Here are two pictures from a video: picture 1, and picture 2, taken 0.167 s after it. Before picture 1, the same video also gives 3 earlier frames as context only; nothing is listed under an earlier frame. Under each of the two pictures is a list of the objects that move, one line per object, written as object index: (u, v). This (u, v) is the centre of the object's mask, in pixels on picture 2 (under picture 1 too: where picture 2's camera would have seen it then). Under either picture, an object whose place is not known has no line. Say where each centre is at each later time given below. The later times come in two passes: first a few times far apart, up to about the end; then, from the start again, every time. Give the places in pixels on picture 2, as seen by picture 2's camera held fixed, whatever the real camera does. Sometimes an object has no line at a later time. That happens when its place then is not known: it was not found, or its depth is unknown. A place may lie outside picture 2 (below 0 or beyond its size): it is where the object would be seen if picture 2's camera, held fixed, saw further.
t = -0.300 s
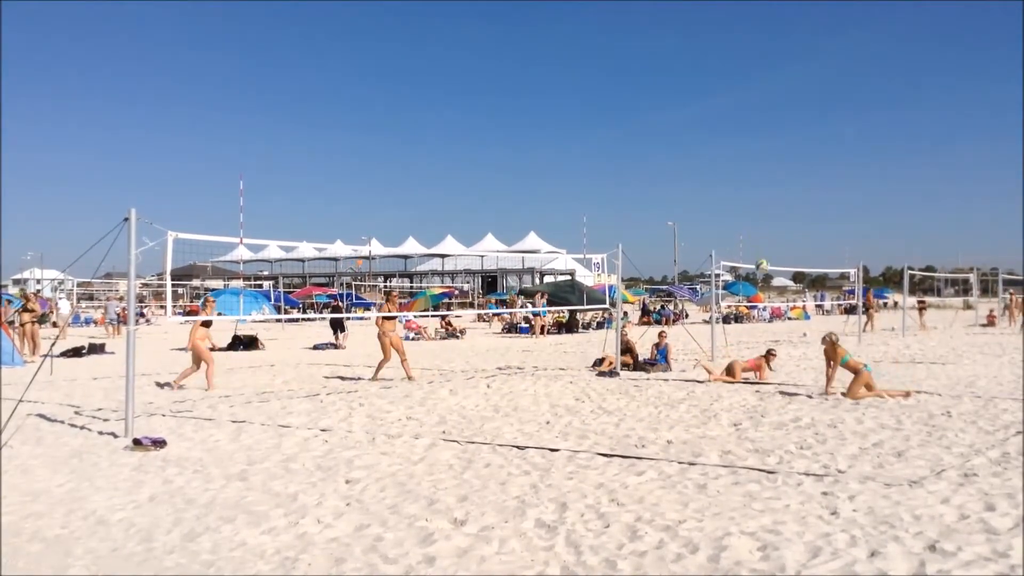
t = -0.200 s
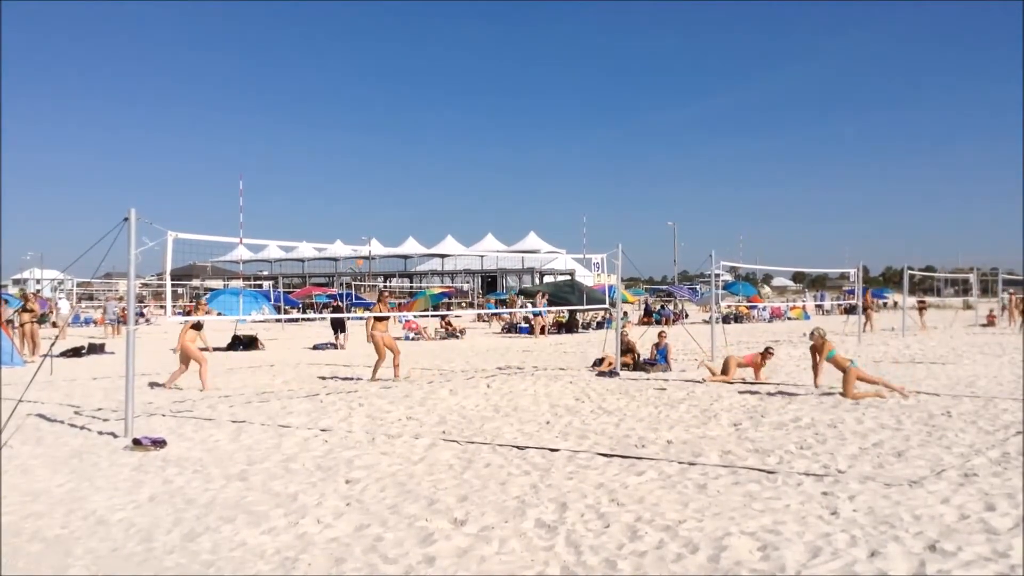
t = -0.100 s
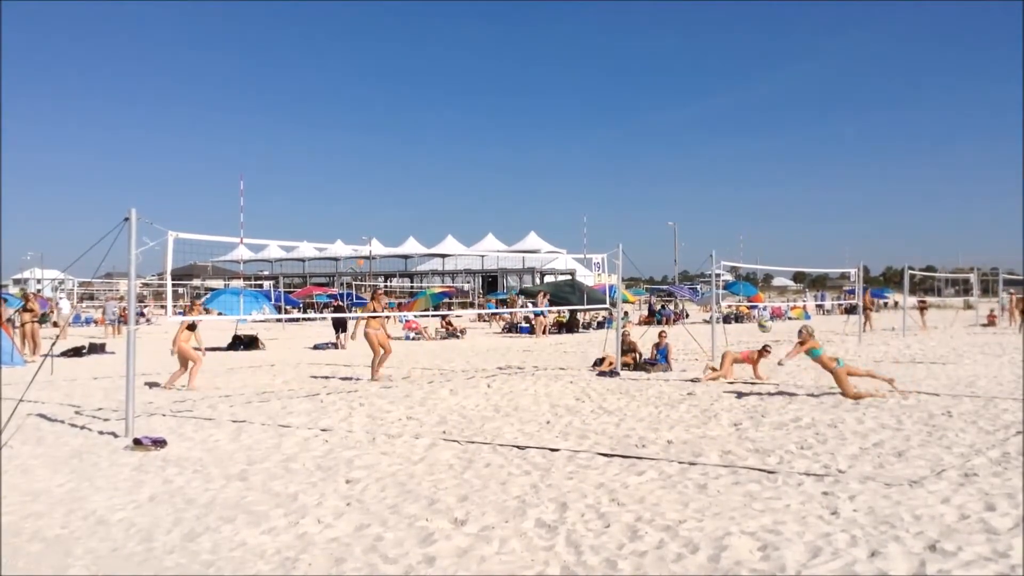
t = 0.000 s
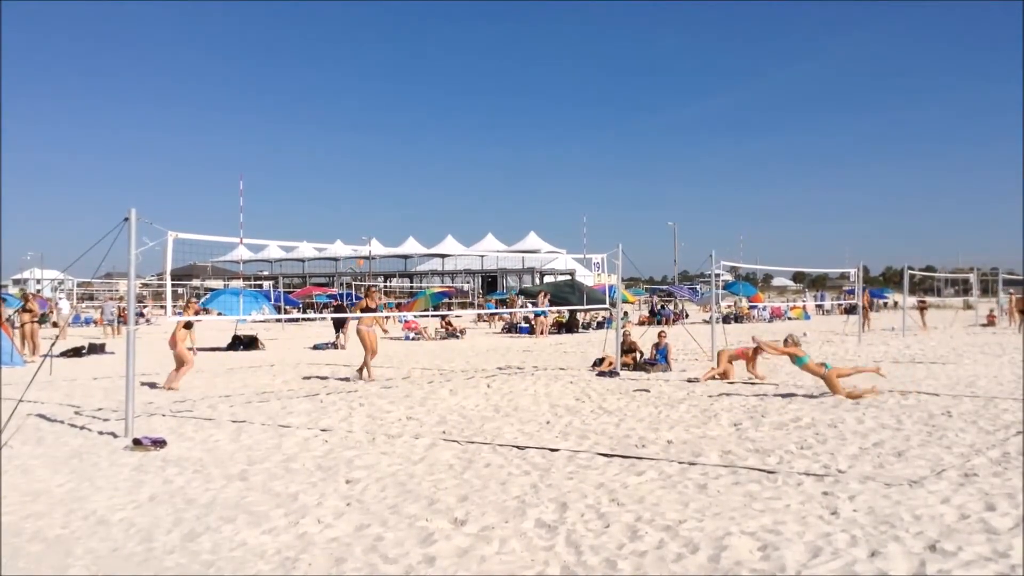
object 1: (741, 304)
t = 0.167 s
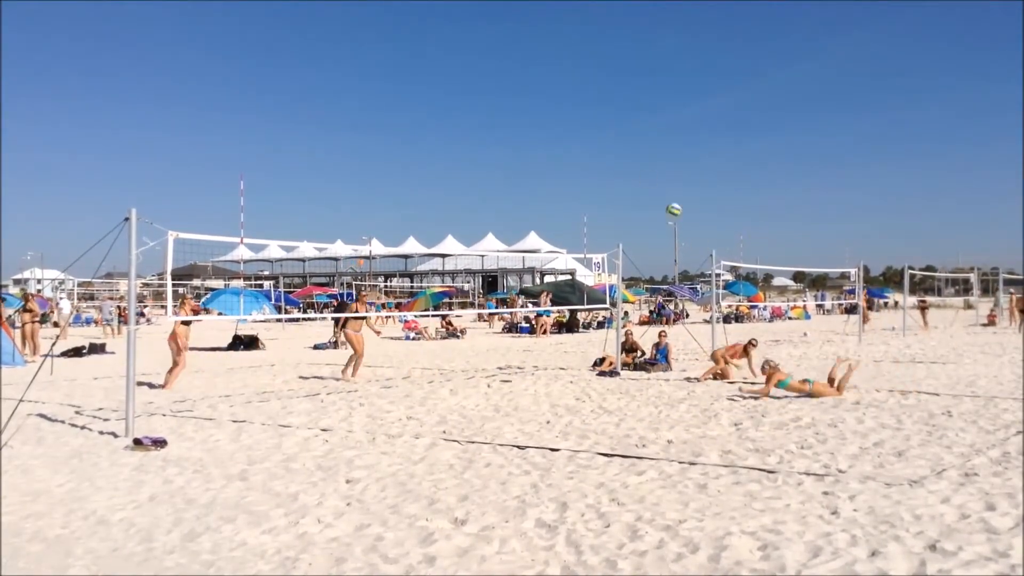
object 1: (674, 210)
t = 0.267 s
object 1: (635, 165)
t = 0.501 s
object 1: (552, 91)
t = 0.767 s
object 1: (464, 52)
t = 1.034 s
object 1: (383, 59)
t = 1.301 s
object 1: (309, 104)
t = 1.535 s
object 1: (249, 173)
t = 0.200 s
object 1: (660, 194)
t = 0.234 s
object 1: (647, 179)
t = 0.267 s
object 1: (635, 165)
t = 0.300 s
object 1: (623, 151)
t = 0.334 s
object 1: (611, 139)
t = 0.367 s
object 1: (599, 128)
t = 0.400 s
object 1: (587, 117)
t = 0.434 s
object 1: (575, 108)
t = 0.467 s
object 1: (564, 99)
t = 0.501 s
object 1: (552, 91)
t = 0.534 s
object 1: (541, 83)
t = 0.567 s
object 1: (530, 77)
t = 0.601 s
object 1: (518, 71)
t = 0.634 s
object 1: (507, 66)
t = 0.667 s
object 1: (497, 61)
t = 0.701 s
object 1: (486, 58)
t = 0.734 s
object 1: (475, 55)
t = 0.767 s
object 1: (464, 52)
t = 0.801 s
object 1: (454, 51)
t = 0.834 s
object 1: (443, 50)
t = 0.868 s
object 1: (433, 50)
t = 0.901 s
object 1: (422, 50)
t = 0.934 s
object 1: (412, 52)
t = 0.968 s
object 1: (402, 53)
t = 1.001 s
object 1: (393, 56)
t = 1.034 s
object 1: (383, 59)
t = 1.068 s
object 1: (373, 62)
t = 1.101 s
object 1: (364, 67)
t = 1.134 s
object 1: (354, 71)
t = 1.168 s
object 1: (345, 77)
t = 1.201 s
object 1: (335, 83)
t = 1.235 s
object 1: (326, 90)
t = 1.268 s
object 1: (317, 97)
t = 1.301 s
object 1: (309, 104)
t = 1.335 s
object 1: (300, 113)
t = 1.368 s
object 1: (291, 121)
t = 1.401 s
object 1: (283, 130)
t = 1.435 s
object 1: (274, 140)
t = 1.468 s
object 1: (266, 151)
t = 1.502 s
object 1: (257, 162)
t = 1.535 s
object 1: (249, 173)
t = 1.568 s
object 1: (241, 185)
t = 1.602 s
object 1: (233, 197)
